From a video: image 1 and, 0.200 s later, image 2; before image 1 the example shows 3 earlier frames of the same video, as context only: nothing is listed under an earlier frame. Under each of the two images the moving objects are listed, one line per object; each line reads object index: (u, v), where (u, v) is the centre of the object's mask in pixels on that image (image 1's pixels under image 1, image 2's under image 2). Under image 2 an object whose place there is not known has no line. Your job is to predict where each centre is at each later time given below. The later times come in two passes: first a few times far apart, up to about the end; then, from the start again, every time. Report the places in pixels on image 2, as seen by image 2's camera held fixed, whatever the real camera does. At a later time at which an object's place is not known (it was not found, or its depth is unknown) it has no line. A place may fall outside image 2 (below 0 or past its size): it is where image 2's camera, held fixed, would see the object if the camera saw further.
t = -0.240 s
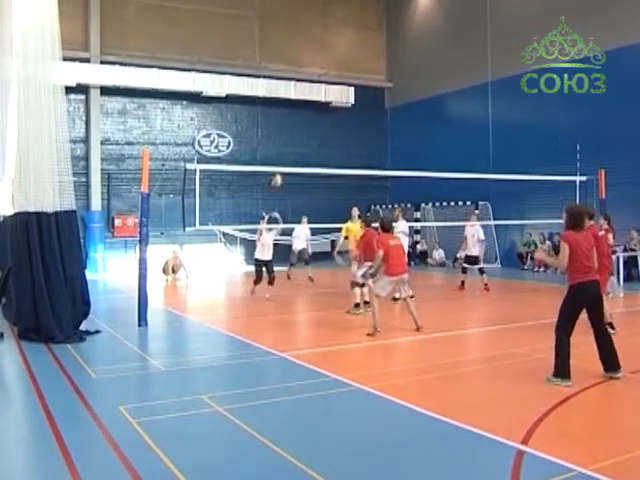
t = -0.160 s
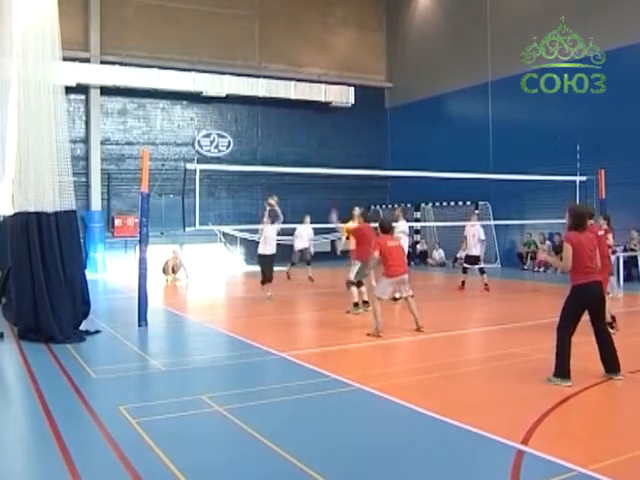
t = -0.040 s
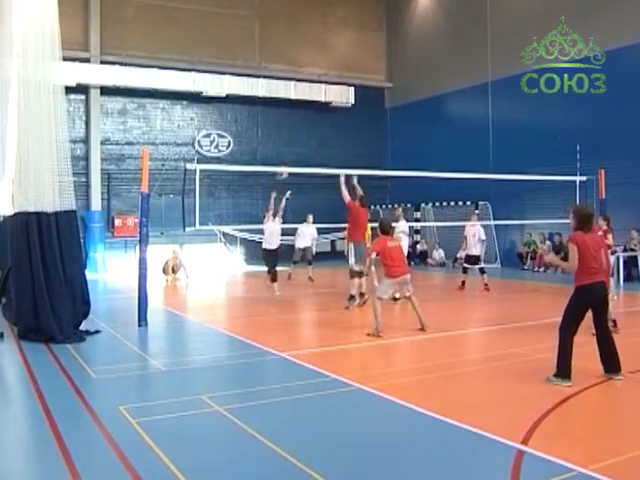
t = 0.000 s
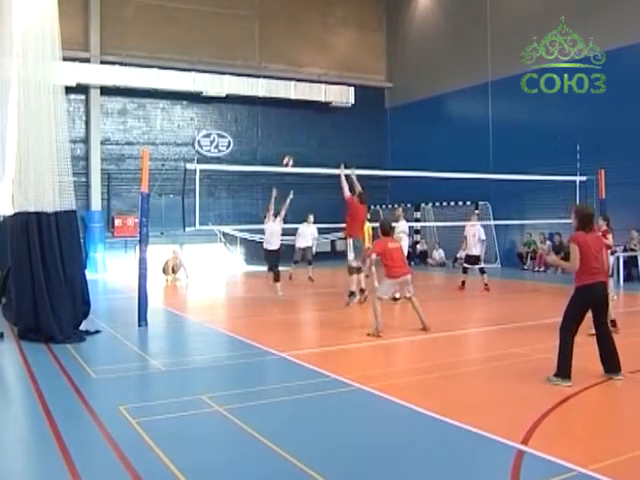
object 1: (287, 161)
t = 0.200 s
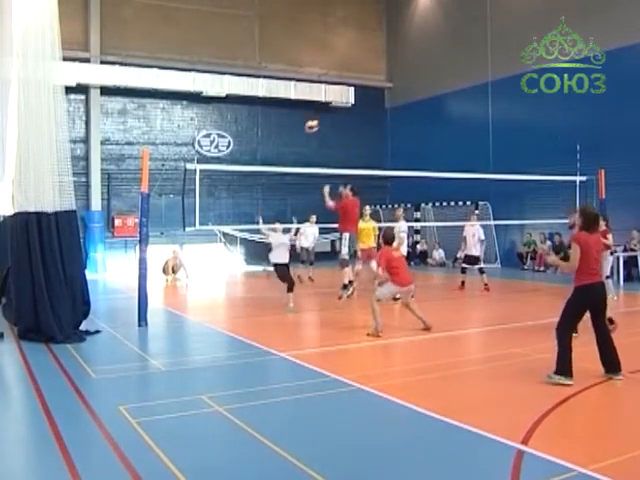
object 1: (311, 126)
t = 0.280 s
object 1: (323, 116)
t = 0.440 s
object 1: (348, 109)
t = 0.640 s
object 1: (384, 124)
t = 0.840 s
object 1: (431, 180)
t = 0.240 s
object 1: (317, 121)
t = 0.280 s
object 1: (323, 116)
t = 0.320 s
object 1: (329, 113)
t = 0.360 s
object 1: (335, 110)
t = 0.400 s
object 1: (340, 109)
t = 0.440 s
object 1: (348, 109)
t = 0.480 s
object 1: (355, 109)
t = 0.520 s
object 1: (362, 110)
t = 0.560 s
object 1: (368, 113)
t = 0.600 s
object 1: (376, 118)
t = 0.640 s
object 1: (384, 124)
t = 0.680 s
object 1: (392, 131)
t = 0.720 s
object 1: (401, 141)
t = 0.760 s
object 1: (410, 151)
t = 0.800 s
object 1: (420, 163)
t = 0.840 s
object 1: (431, 180)
